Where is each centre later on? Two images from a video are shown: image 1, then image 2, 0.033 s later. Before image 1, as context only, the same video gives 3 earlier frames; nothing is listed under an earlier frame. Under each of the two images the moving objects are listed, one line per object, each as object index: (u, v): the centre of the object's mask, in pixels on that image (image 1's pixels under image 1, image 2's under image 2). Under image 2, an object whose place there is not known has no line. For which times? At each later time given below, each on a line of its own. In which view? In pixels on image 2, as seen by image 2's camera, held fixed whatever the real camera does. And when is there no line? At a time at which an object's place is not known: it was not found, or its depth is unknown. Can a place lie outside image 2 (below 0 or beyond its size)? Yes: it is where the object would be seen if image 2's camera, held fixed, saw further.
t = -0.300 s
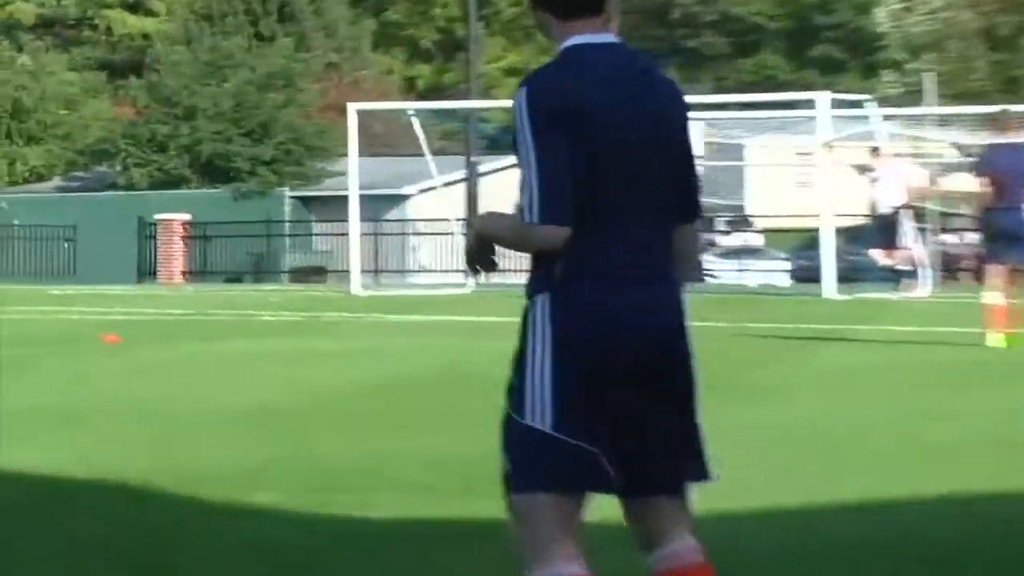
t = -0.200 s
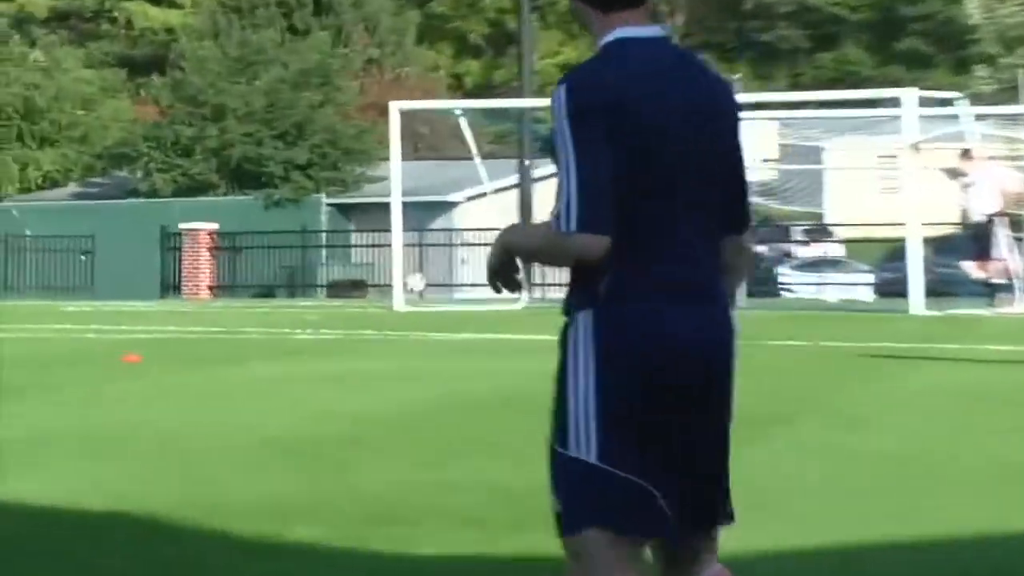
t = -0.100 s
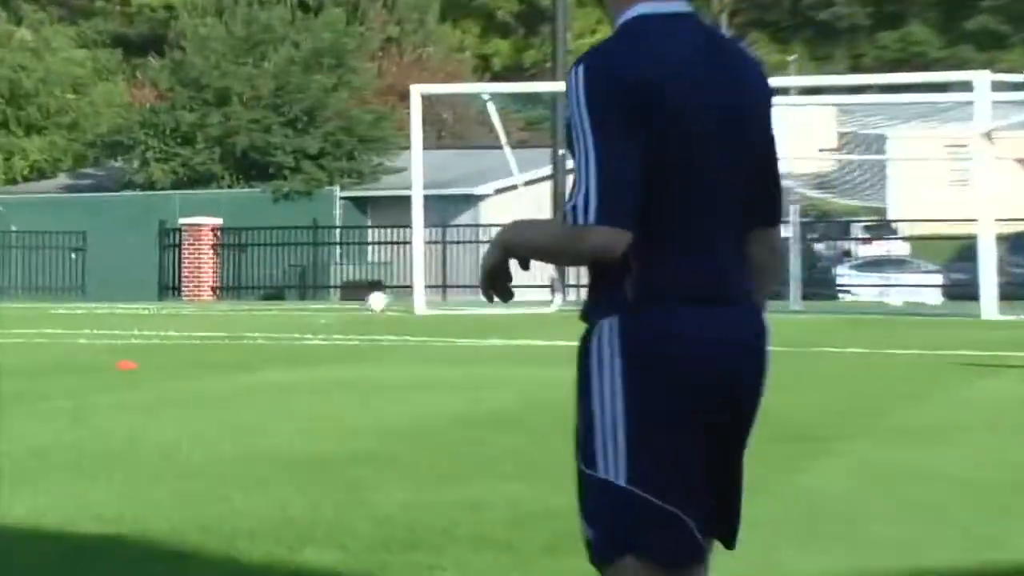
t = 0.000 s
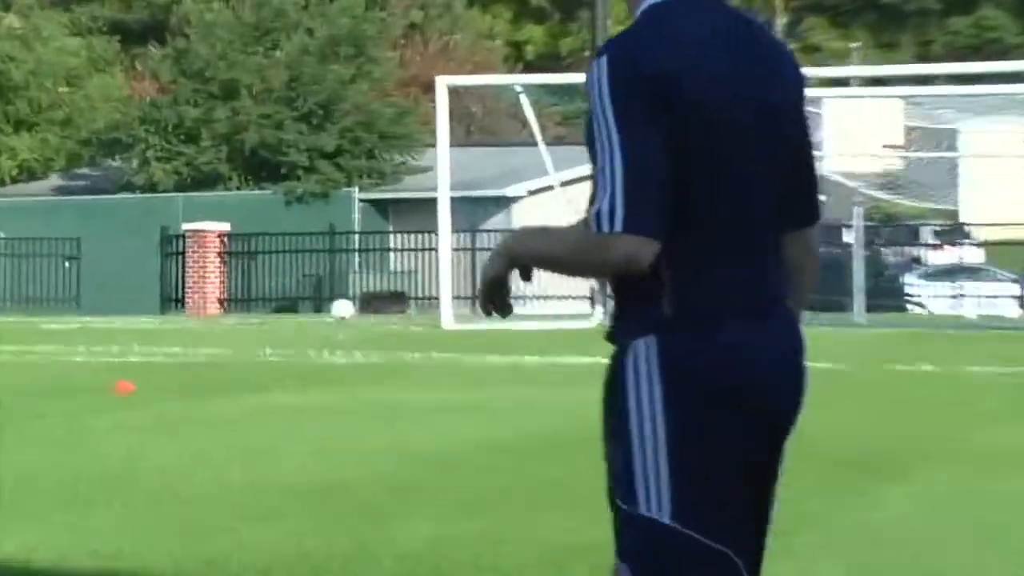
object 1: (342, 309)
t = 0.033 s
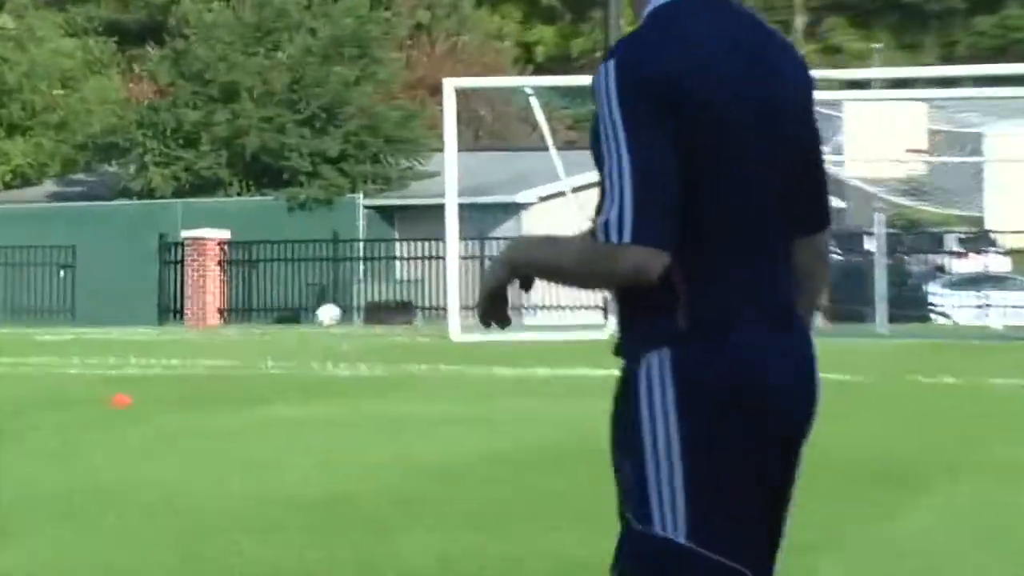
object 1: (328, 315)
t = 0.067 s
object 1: (308, 312)
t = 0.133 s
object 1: (272, 310)
